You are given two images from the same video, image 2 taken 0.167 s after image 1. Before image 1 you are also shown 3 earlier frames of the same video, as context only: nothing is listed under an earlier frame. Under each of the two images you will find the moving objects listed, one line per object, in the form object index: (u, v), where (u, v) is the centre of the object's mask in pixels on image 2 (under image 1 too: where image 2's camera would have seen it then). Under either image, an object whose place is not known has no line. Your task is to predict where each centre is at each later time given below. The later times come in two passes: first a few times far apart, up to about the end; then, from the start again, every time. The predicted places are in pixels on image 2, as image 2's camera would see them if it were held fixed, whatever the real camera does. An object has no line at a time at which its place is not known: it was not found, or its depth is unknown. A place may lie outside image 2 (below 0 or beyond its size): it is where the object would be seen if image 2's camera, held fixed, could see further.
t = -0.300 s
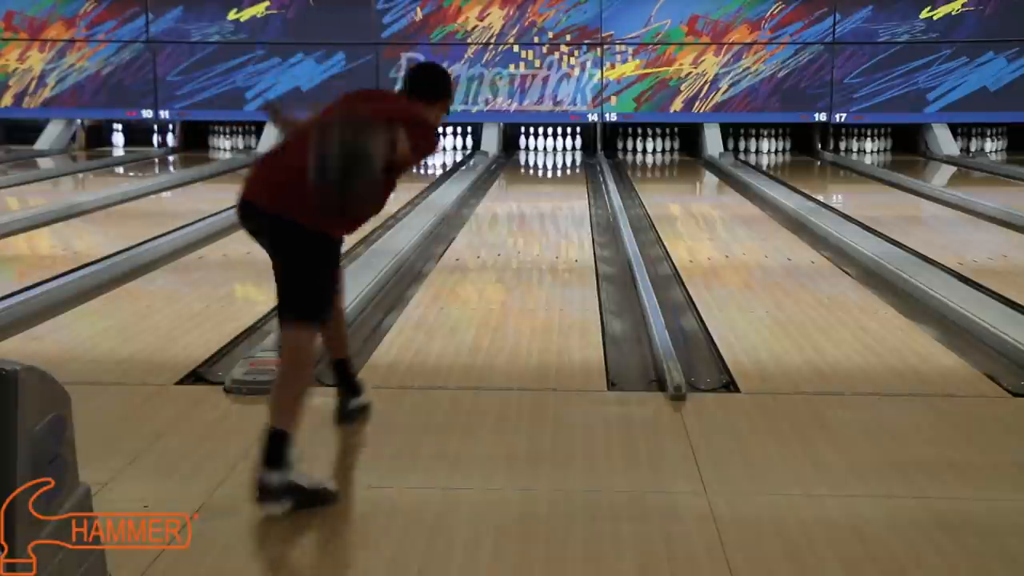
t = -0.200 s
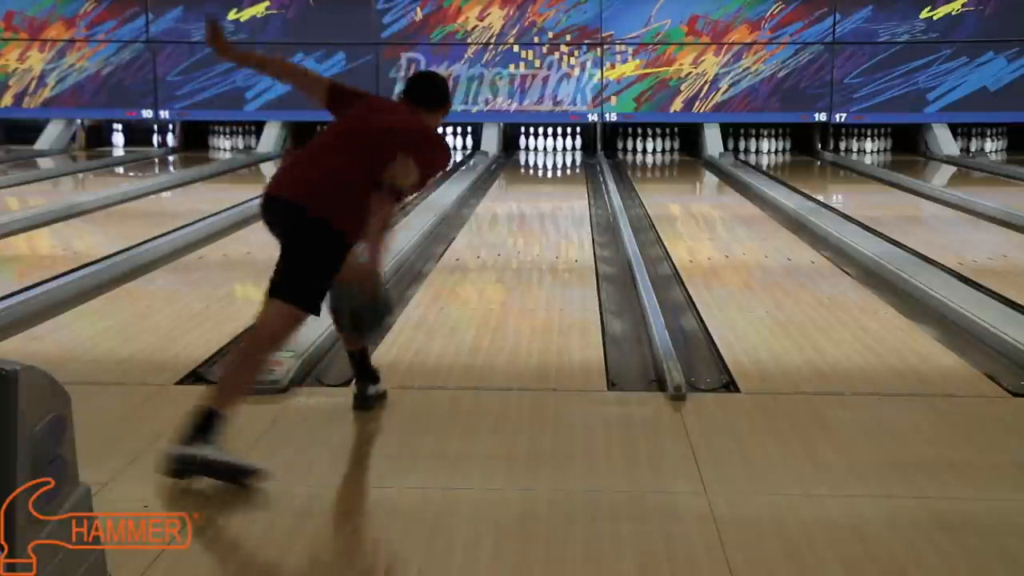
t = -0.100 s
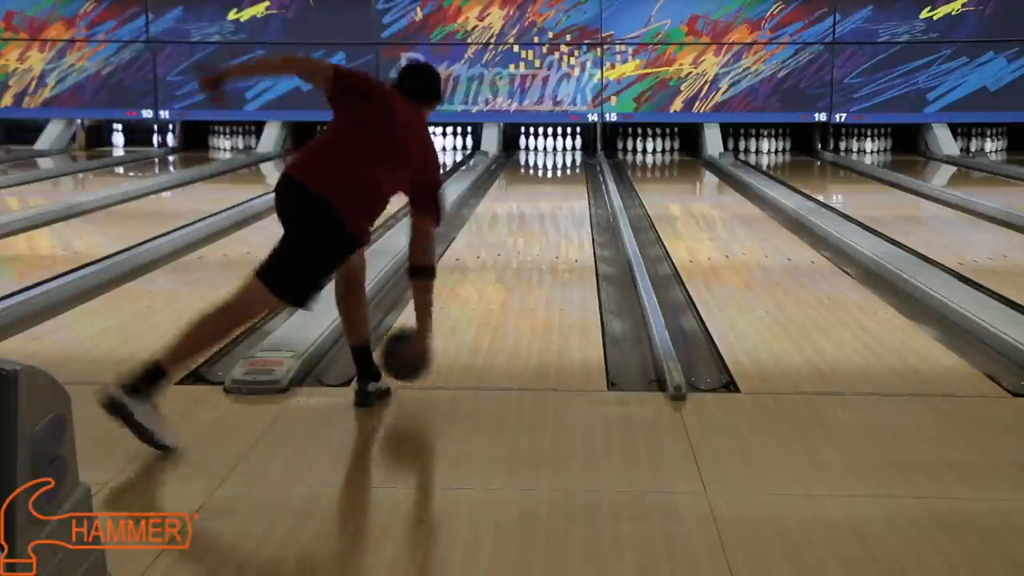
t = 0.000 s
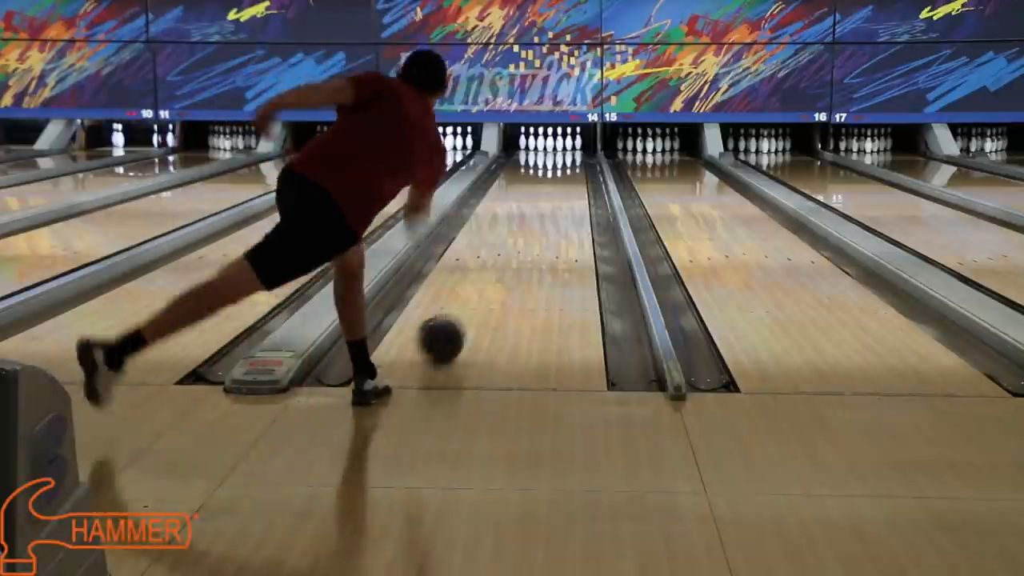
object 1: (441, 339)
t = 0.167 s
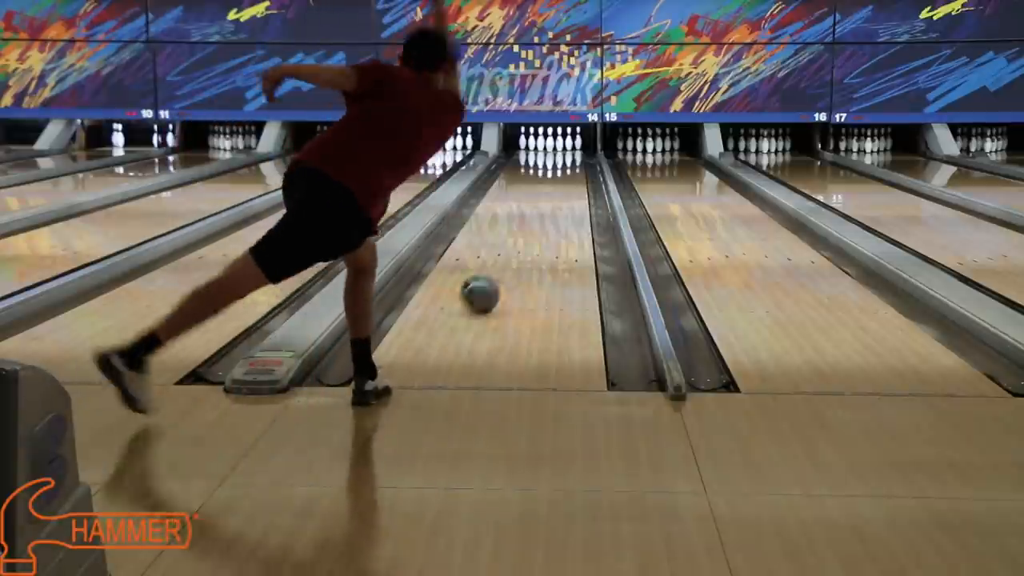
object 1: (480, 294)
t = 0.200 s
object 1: (487, 286)
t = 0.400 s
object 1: (516, 251)
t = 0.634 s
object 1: (540, 222)
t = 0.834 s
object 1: (554, 204)
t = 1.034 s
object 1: (564, 190)
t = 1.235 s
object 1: (571, 179)
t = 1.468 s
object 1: (574, 168)
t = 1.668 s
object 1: (574, 160)
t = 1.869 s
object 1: (570, 155)
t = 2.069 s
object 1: (561, 149)
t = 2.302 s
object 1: (552, 145)
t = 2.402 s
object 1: (551, 144)
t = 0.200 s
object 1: (487, 286)
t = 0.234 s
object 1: (492, 279)
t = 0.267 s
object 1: (498, 273)
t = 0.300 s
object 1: (503, 267)
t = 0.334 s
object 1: (507, 261)
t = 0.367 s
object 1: (512, 256)
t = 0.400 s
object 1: (516, 251)
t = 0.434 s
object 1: (520, 246)
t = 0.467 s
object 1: (524, 241)
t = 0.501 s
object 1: (527, 237)
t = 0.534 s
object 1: (530, 233)
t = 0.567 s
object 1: (533, 230)
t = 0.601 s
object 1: (536, 226)
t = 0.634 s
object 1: (540, 222)
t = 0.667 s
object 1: (542, 219)
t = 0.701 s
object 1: (544, 216)
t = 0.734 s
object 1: (547, 213)
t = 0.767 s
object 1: (549, 210)
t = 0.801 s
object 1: (551, 207)
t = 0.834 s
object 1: (554, 204)
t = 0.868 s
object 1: (556, 202)
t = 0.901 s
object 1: (557, 200)
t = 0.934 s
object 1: (559, 197)
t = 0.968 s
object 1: (561, 194)
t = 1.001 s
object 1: (562, 193)
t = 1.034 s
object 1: (564, 190)
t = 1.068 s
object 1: (565, 188)
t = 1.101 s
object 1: (567, 186)
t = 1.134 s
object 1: (568, 185)
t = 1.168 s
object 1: (569, 183)
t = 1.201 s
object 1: (570, 182)
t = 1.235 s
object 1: (571, 179)
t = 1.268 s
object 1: (571, 177)
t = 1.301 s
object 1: (572, 176)
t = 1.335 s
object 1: (572, 174)
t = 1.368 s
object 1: (572, 174)
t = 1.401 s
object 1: (574, 171)
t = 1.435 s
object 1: (574, 170)
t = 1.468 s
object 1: (574, 168)
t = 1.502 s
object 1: (575, 166)
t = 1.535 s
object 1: (574, 166)
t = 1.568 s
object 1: (574, 165)
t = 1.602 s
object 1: (574, 163)
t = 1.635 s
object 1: (574, 161)
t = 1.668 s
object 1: (574, 160)
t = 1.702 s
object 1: (574, 159)
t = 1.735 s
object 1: (574, 159)
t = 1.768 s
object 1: (572, 158)
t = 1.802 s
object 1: (571, 157)
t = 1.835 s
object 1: (570, 156)
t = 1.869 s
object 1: (570, 155)
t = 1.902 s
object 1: (568, 155)
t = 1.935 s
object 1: (568, 154)
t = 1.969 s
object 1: (567, 153)
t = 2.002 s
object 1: (564, 151)
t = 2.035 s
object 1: (562, 150)
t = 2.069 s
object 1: (561, 149)
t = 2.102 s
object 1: (559, 148)
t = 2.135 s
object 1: (558, 148)
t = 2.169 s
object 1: (557, 147)
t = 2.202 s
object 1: (554, 146)
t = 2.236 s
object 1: (552, 146)
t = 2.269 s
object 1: (553, 145)
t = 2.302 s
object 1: (552, 145)
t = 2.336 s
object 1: (551, 144)
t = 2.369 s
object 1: (552, 144)
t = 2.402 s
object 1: (551, 144)
